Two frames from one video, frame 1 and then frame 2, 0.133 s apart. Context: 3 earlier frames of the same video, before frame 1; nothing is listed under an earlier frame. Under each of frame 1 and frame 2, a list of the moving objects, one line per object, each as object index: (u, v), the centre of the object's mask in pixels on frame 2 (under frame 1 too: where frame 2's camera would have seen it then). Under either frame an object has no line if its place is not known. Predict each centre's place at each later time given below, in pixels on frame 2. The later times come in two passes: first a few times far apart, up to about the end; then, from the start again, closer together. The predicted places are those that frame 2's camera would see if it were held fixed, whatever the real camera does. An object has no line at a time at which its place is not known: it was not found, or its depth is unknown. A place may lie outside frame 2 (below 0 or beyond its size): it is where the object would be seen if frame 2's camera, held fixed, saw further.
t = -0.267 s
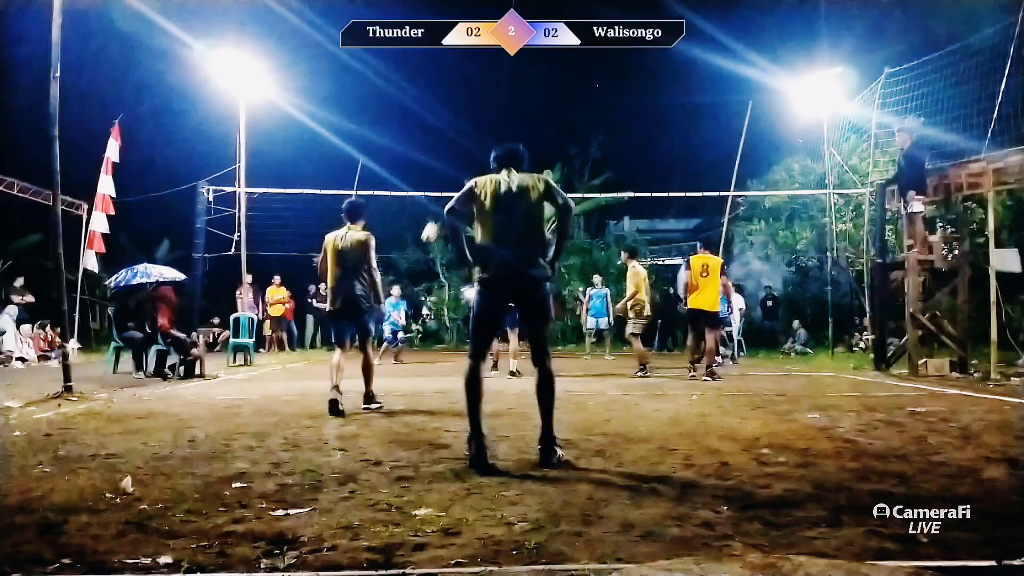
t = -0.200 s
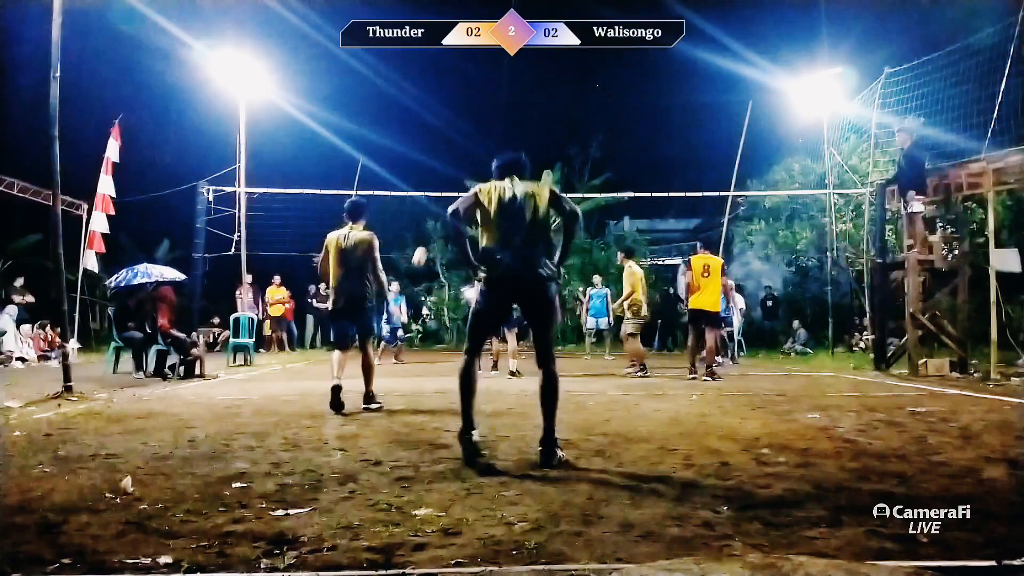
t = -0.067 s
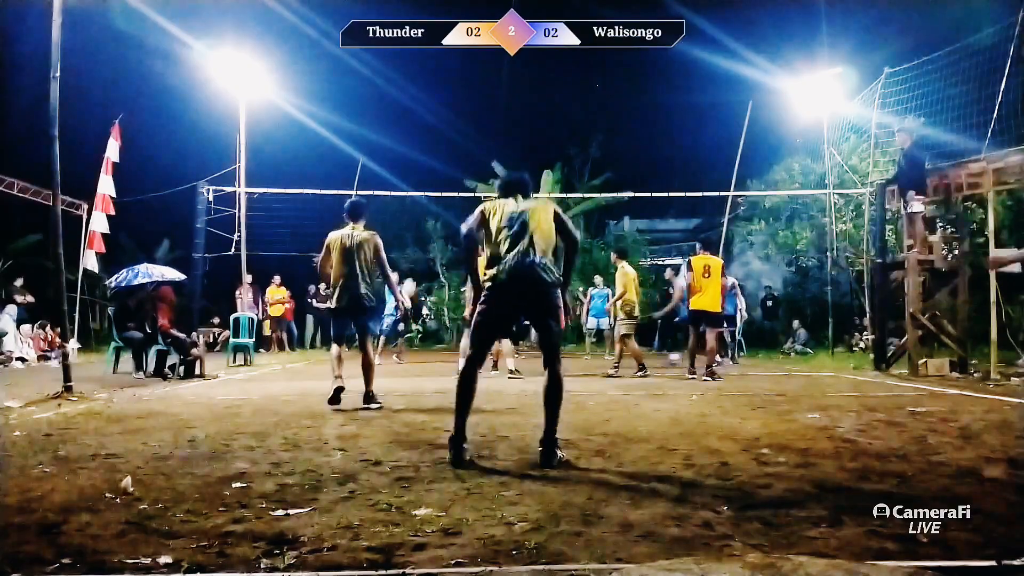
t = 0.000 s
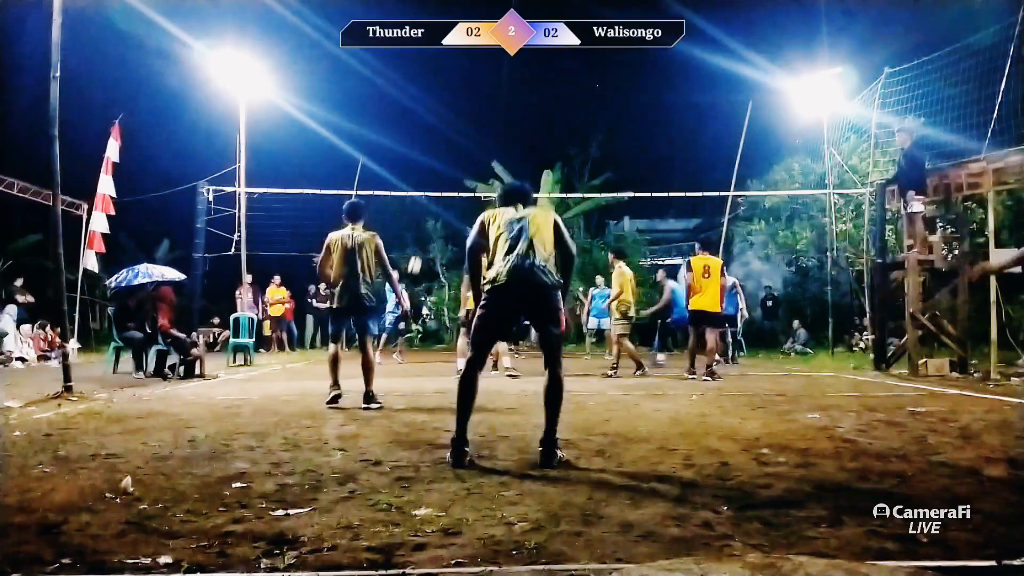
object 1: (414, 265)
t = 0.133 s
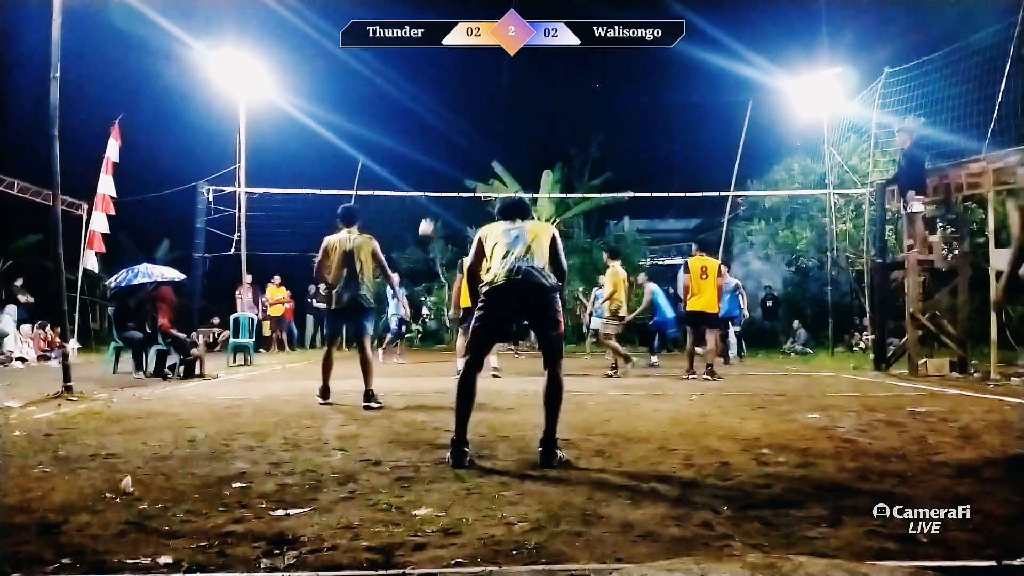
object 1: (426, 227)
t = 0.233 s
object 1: (434, 205)
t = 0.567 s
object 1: (466, 166)
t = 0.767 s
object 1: (487, 175)
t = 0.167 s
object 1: (428, 220)
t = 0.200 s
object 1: (431, 212)
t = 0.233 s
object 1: (434, 205)
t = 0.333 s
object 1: (443, 186)
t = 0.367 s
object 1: (446, 182)
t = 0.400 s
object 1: (450, 178)
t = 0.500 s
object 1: (460, 169)
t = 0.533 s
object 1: (463, 168)
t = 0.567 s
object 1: (466, 166)
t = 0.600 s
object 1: (469, 166)
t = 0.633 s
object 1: (473, 167)
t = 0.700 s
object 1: (480, 170)
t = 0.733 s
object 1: (483, 172)
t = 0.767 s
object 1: (487, 175)
